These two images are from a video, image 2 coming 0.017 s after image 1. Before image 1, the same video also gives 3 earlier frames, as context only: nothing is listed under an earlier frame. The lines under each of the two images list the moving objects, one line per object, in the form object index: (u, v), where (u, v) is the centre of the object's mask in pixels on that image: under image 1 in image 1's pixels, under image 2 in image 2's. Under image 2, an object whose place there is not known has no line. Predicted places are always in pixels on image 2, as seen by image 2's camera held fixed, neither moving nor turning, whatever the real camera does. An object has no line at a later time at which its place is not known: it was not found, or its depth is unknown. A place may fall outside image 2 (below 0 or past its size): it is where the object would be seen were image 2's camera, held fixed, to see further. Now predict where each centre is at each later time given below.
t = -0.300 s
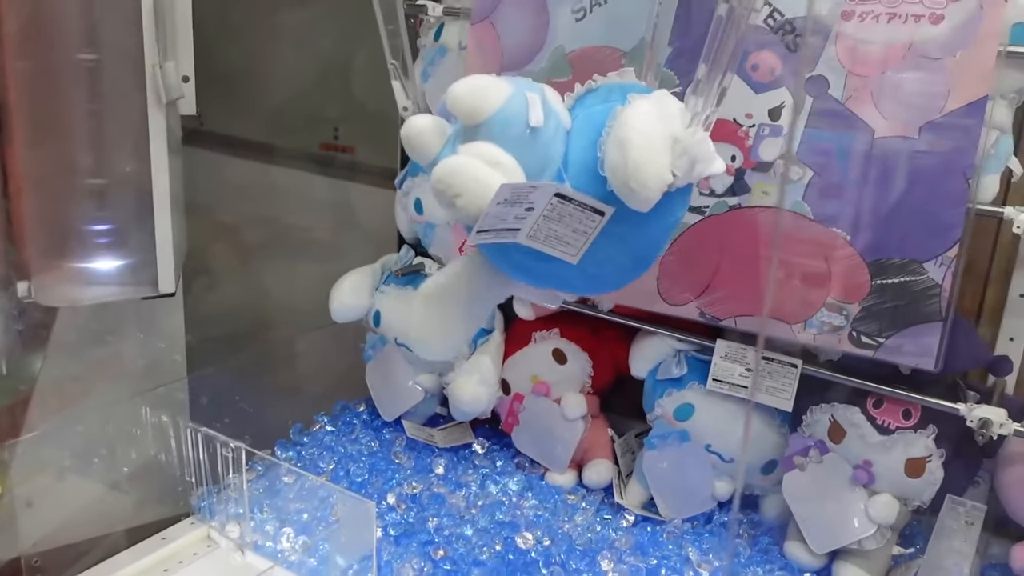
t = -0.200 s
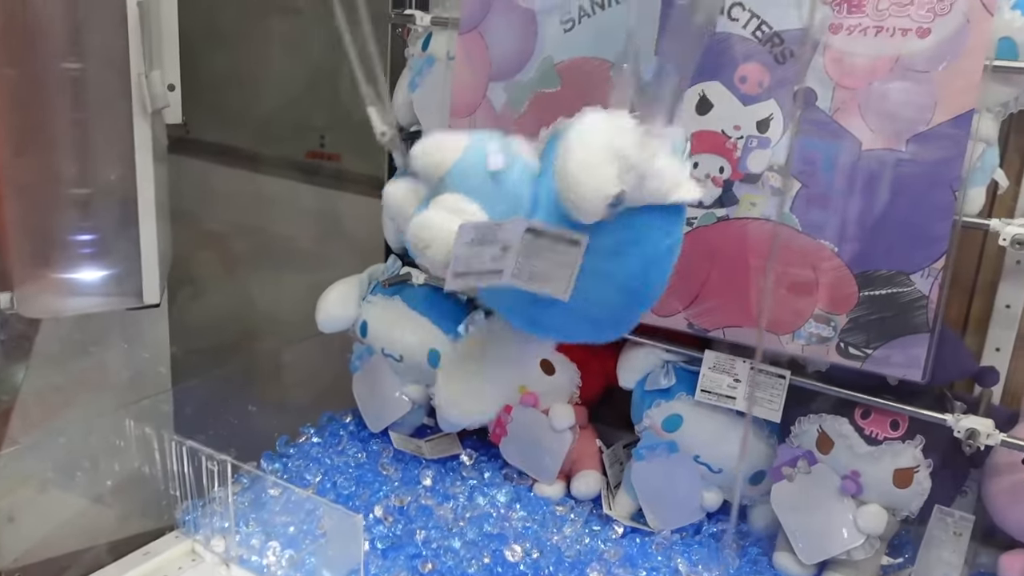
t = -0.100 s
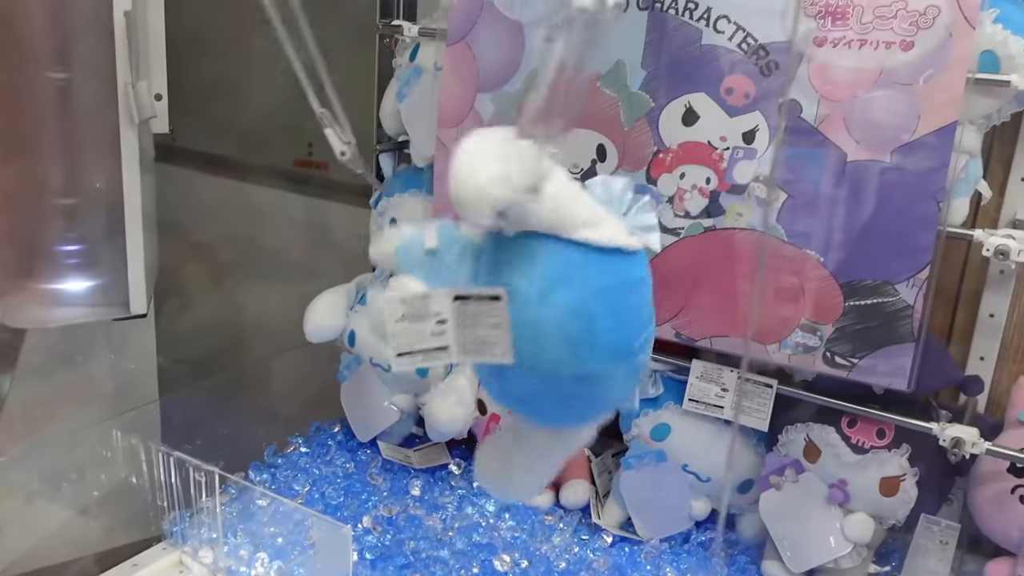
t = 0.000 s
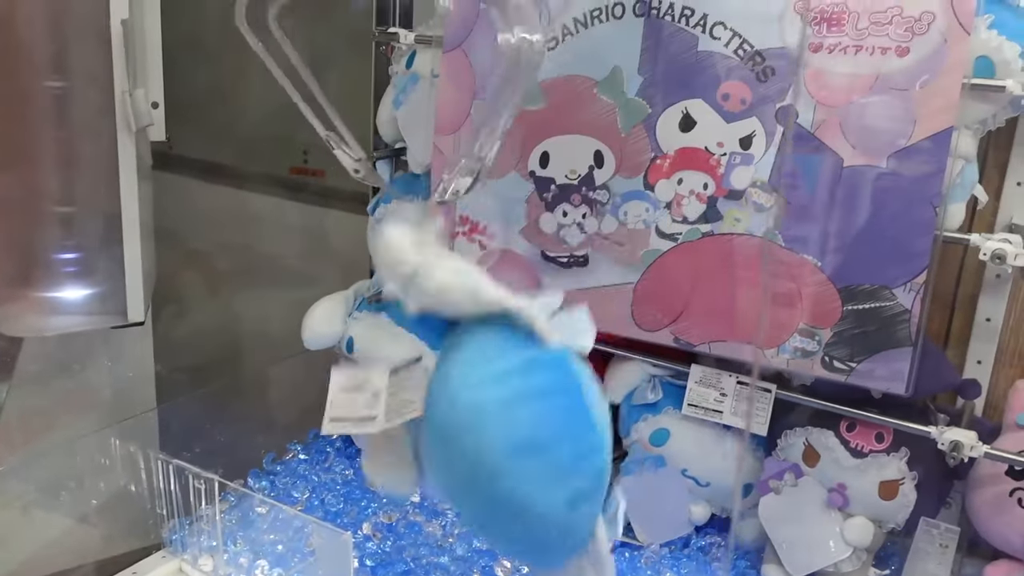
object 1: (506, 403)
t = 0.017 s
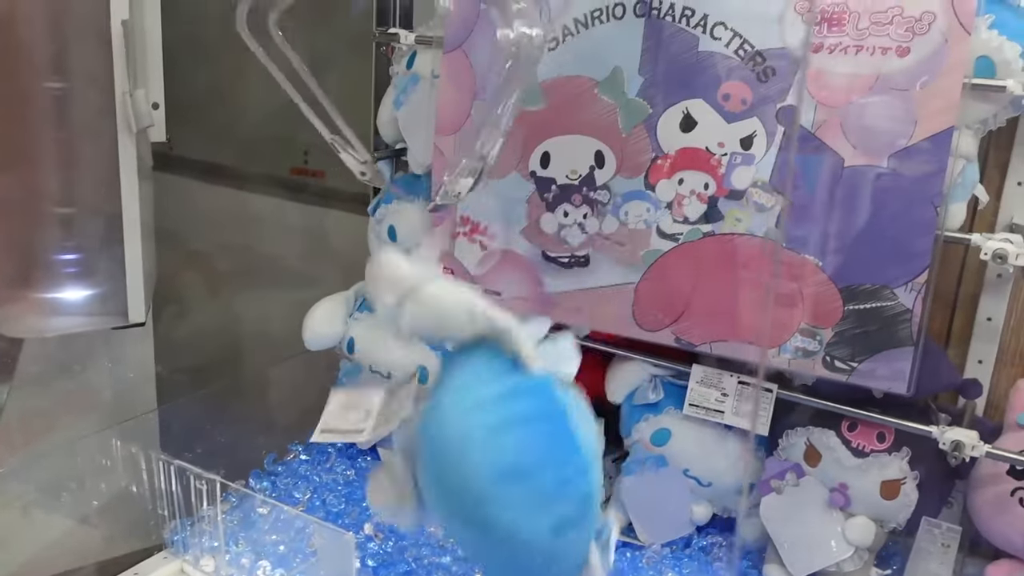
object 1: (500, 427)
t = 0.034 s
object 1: (482, 438)
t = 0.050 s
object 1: (475, 461)
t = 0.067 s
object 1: (464, 482)
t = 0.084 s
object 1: (454, 503)
